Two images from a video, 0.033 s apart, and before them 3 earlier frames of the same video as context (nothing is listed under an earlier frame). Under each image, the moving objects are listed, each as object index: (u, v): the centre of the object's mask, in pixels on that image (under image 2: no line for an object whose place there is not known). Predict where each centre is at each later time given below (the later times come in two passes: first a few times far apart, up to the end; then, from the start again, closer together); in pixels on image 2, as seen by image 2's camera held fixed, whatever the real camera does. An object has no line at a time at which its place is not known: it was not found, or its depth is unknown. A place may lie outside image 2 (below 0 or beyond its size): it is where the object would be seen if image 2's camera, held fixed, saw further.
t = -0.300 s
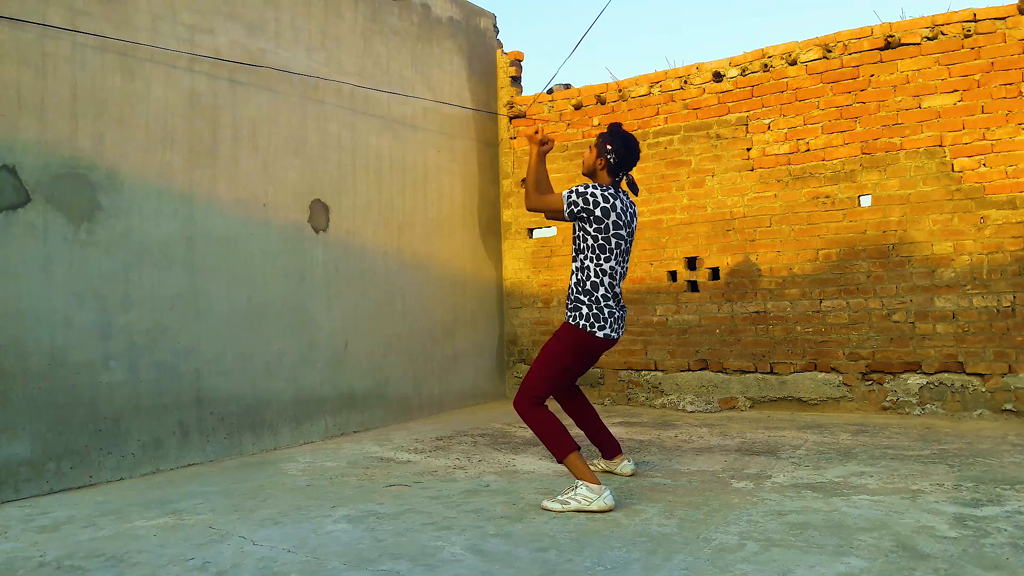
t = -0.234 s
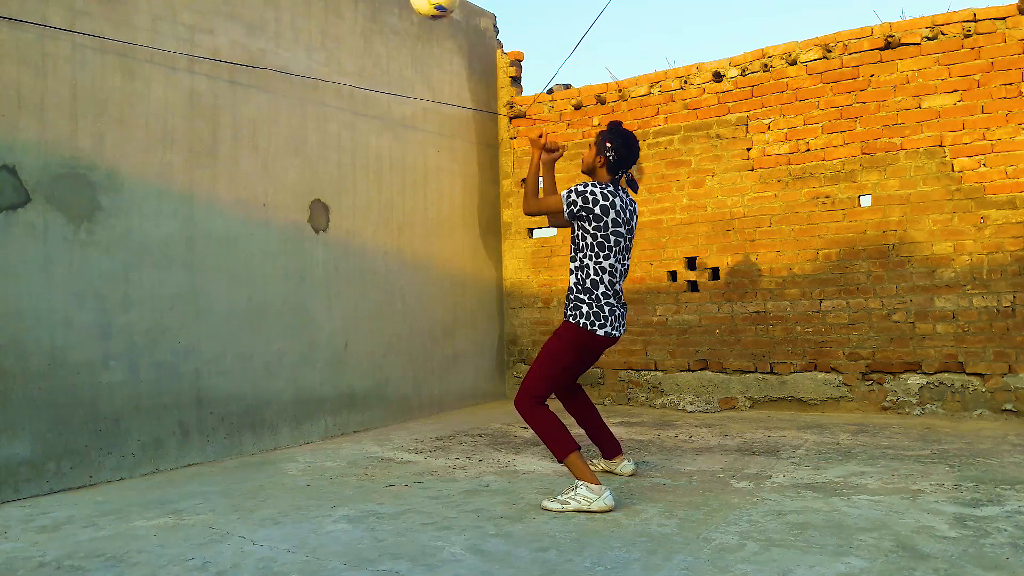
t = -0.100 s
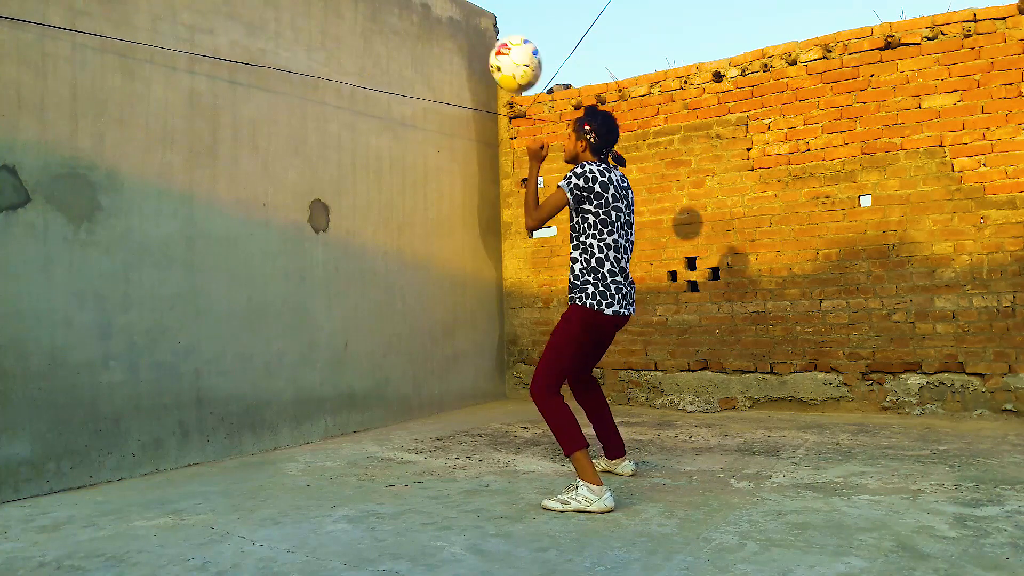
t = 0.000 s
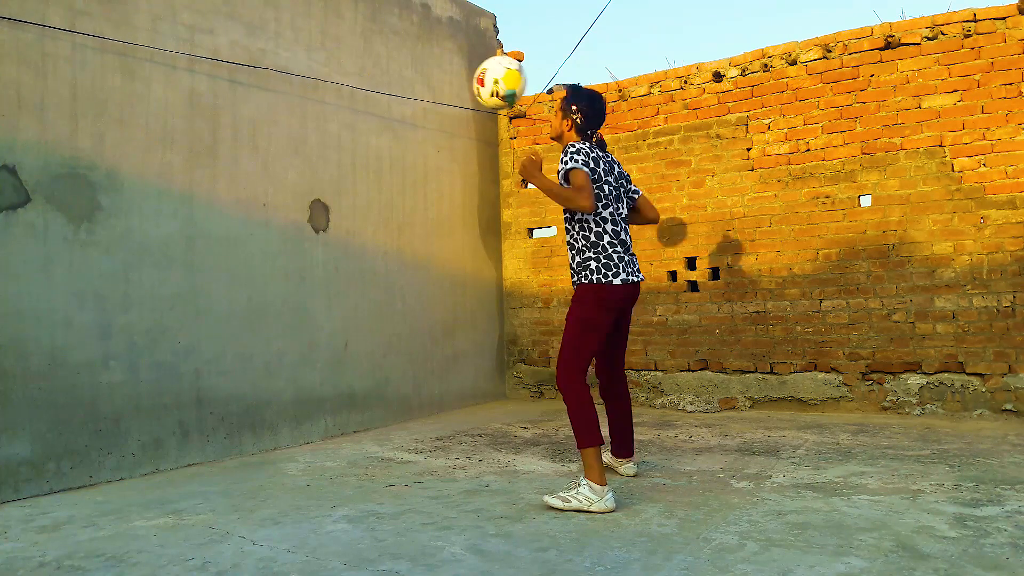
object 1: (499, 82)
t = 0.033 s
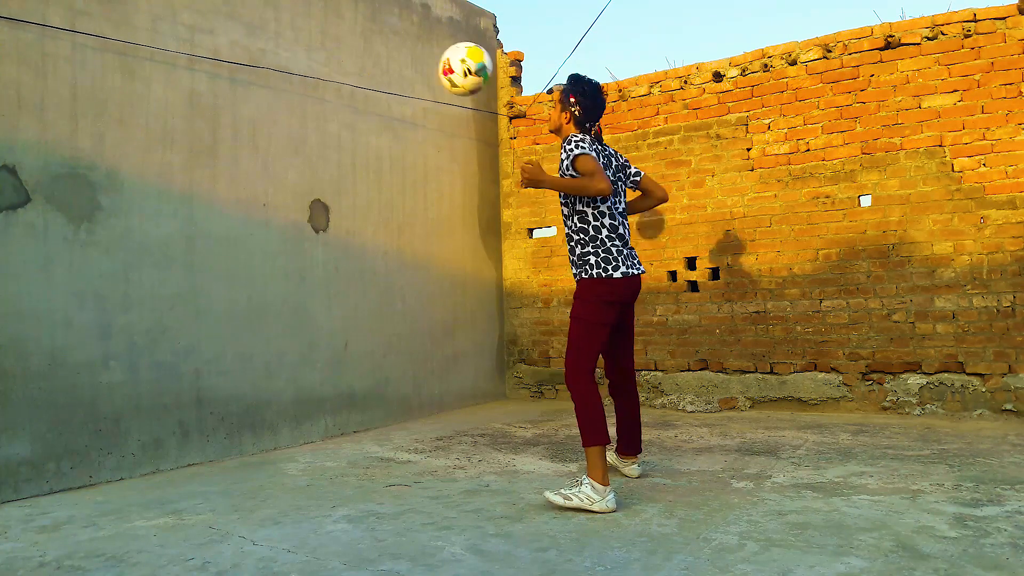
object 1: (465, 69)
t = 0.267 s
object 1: (244, 46)
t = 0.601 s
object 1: (271, 84)
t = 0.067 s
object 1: (431, 58)
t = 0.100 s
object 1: (397, 50)
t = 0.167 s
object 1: (334, 41)
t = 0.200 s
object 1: (303, 41)
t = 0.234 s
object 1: (273, 43)
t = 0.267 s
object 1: (244, 46)
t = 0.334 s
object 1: (187, 61)
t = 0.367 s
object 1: (166, 69)
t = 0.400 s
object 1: (179, 64)
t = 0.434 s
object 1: (193, 61)
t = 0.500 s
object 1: (221, 62)
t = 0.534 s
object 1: (237, 66)
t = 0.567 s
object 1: (254, 74)
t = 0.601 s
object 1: (271, 84)
